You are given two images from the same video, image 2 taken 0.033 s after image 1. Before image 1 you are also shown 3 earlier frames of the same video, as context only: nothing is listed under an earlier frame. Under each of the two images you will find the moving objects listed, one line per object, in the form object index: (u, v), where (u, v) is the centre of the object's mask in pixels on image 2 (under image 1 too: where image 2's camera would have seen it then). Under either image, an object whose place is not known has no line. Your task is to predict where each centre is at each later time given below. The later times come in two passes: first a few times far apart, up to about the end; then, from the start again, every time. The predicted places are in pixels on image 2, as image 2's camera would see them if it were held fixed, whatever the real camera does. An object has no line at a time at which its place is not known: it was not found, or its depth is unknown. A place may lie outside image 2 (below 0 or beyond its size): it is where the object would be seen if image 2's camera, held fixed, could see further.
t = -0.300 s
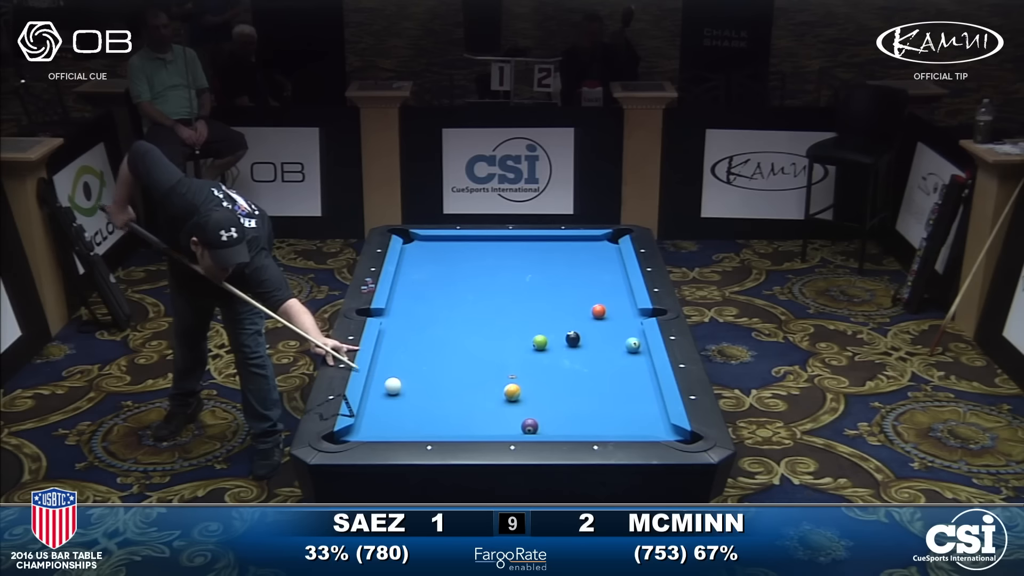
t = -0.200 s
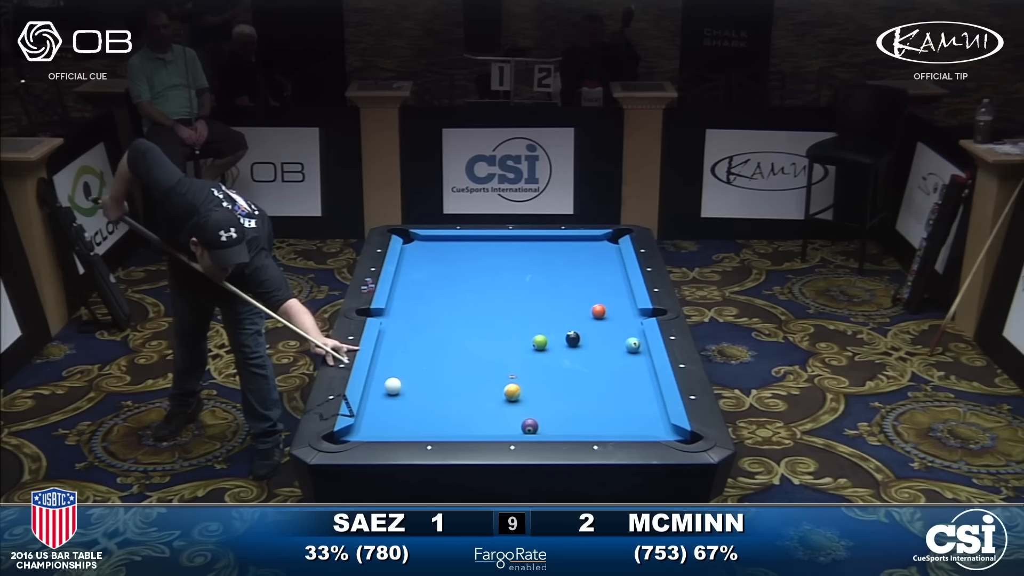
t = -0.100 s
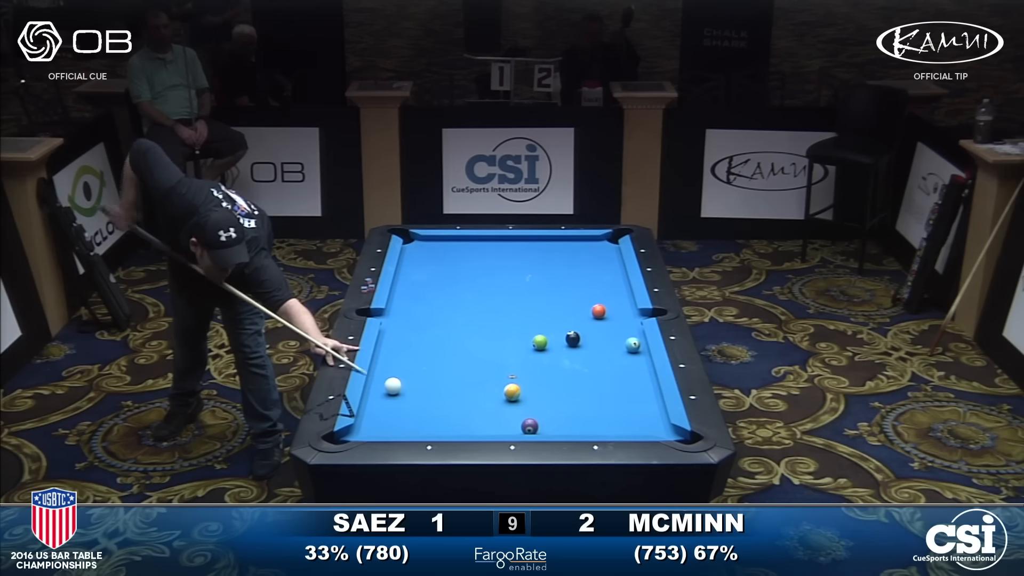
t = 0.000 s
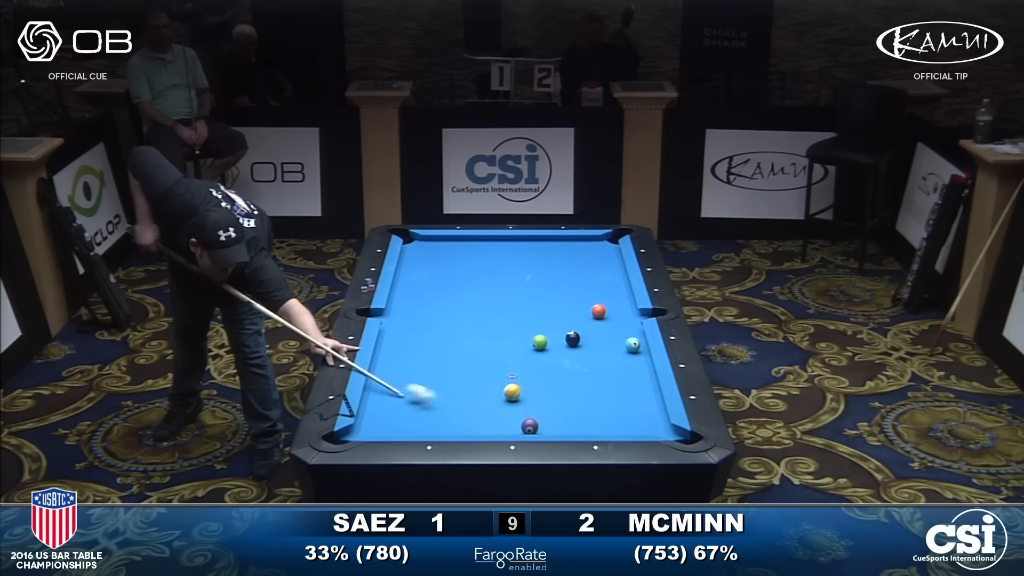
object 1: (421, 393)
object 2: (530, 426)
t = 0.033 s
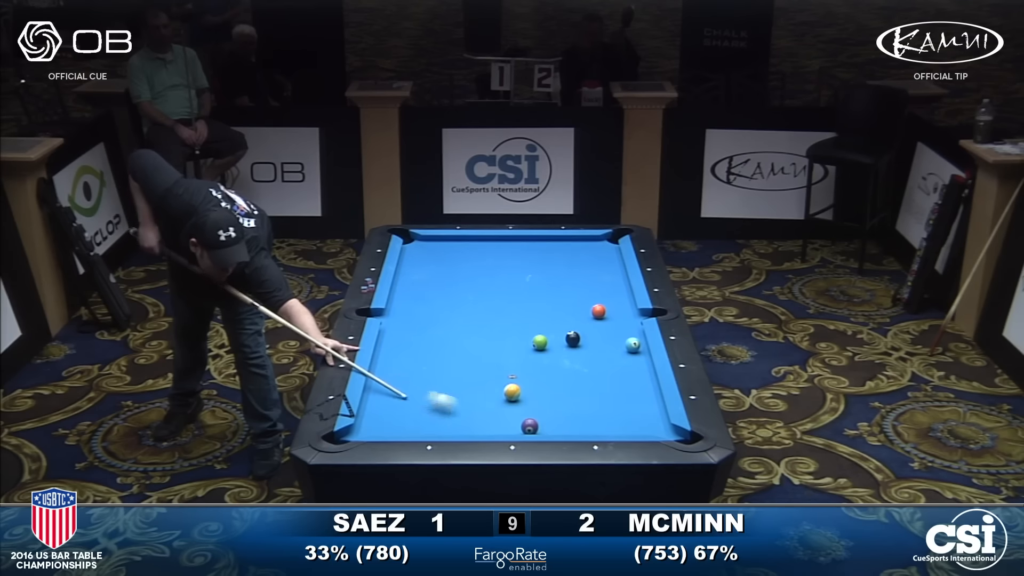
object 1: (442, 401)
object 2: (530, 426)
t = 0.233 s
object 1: (507, 428)
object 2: (579, 428)
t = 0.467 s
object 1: (483, 413)
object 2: (672, 433)
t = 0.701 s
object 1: (461, 398)
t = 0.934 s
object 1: (441, 383)
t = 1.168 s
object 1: (423, 369)
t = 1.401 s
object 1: (406, 357)
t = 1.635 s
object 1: (391, 347)
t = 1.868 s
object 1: (389, 337)
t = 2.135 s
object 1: (400, 329)
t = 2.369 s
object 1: (409, 323)
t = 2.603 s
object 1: (418, 317)
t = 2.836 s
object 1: (425, 312)
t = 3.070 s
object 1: (432, 308)
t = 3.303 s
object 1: (439, 303)
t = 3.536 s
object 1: (444, 300)
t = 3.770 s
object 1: (449, 296)
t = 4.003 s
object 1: (454, 293)
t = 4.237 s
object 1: (458, 291)
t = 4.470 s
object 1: (461, 289)
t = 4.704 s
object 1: (464, 287)
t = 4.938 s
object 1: (467, 286)
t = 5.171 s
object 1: (469, 285)
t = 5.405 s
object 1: (470, 284)
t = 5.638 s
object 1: (471, 284)
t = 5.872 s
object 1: (471, 284)
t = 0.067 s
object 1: (462, 407)
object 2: (530, 426)
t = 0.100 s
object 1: (482, 414)
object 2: (530, 426)
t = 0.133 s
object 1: (502, 421)
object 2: (530, 426)
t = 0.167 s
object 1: (512, 426)
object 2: (540, 426)
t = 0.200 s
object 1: (511, 429)
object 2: (561, 427)
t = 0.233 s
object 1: (507, 428)
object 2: (579, 428)
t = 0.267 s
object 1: (503, 426)
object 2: (597, 428)
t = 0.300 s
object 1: (500, 425)
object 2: (615, 429)
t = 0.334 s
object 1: (497, 423)
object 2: (631, 429)
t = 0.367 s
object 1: (493, 421)
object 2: (645, 429)
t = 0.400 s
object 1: (490, 418)
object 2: (660, 430)
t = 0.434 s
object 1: (486, 416)
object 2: (675, 433)
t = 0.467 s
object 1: (483, 413)
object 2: (672, 433)
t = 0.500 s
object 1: (480, 411)
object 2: (673, 437)
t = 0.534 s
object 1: (477, 408)
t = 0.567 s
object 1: (473, 406)
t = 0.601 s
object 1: (470, 404)
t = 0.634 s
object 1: (467, 402)
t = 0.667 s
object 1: (464, 400)
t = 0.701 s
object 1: (461, 398)
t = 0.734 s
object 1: (458, 395)
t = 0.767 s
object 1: (455, 393)
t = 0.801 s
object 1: (453, 391)
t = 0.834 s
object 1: (450, 389)
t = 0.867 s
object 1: (447, 387)
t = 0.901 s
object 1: (444, 385)
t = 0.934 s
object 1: (441, 383)
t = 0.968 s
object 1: (439, 381)
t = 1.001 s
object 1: (436, 379)
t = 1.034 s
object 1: (433, 377)
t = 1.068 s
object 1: (431, 375)
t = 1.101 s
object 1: (428, 373)
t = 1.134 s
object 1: (426, 371)
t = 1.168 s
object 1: (423, 369)
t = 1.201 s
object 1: (421, 368)
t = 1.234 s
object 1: (418, 366)
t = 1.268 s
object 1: (415, 364)
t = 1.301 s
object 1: (413, 363)
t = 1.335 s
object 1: (411, 361)
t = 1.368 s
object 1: (408, 359)
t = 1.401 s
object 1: (406, 357)
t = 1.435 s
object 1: (404, 356)
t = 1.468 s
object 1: (402, 354)
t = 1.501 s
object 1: (400, 353)
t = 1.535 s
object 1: (397, 351)
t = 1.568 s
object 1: (395, 350)
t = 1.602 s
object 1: (393, 348)
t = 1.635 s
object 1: (391, 347)
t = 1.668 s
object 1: (389, 345)
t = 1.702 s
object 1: (387, 344)
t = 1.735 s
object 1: (384, 342)
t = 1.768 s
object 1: (384, 341)
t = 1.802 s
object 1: (385, 340)
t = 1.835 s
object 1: (387, 339)
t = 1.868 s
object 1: (389, 337)
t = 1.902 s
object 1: (390, 336)
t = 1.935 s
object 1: (392, 335)
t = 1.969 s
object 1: (393, 334)
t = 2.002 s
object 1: (395, 333)
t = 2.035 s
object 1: (396, 332)
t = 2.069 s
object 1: (397, 331)
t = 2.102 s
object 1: (399, 330)
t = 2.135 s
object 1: (400, 329)
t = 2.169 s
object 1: (401, 329)
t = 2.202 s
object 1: (403, 328)
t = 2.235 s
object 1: (404, 327)
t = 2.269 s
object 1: (405, 326)
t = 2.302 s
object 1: (407, 325)
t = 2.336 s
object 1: (408, 324)
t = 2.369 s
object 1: (409, 323)
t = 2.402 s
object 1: (410, 322)
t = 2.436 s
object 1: (412, 321)
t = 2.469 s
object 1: (413, 321)
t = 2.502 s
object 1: (414, 320)
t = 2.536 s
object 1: (415, 319)
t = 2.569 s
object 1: (416, 318)
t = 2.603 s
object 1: (418, 317)
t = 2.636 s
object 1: (419, 317)
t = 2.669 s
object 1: (420, 316)
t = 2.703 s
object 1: (421, 315)
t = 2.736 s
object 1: (422, 314)
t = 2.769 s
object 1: (423, 314)
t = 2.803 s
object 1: (424, 313)
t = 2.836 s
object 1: (425, 312)
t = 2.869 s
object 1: (426, 312)
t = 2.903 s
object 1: (427, 311)
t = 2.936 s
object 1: (428, 310)
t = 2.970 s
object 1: (429, 309)
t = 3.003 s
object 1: (430, 309)
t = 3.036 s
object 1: (431, 308)
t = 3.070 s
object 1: (432, 308)
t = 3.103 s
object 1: (433, 307)
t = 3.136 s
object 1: (434, 306)
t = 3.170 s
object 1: (435, 306)
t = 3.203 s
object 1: (436, 305)
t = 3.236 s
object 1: (437, 305)
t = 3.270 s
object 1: (438, 304)
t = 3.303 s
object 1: (439, 303)
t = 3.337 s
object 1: (439, 303)
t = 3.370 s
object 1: (440, 302)
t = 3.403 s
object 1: (441, 302)
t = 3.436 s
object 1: (442, 301)
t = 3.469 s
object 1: (442, 301)
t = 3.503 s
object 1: (443, 300)
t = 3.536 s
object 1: (444, 300)
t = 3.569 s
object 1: (445, 299)
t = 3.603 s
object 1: (446, 299)
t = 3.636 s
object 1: (446, 298)
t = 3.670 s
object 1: (447, 298)
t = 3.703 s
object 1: (448, 297)
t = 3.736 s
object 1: (448, 297)
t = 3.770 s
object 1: (449, 296)
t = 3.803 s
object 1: (450, 296)
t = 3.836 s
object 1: (450, 296)
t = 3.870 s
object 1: (451, 295)
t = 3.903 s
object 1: (452, 295)
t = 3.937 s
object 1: (452, 294)
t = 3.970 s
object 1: (453, 294)
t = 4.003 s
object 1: (454, 293)
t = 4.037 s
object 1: (454, 293)
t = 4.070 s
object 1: (455, 293)
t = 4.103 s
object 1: (455, 292)
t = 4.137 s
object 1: (456, 292)
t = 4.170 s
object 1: (457, 292)
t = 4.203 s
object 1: (457, 291)
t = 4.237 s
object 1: (458, 291)
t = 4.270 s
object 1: (458, 291)
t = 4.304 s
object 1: (459, 290)
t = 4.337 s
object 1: (459, 290)
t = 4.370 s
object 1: (460, 290)
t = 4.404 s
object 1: (460, 290)
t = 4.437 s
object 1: (461, 289)
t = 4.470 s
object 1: (461, 289)
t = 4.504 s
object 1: (462, 289)
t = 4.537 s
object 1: (462, 288)
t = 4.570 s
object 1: (463, 288)
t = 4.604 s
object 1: (463, 288)
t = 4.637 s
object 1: (464, 288)
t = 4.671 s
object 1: (464, 288)
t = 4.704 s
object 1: (464, 287)
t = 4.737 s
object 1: (465, 287)
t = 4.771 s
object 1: (465, 287)
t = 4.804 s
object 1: (465, 287)
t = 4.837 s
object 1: (466, 286)
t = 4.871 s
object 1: (466, 286)
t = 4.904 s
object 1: (466, 286)
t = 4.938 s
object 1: (467, 286)
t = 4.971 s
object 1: (467, 286)
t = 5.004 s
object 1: (467, 286)
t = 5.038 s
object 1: (468, 286)
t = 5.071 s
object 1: (468, 285)
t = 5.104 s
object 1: (468, 285)
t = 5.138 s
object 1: (468, 285)
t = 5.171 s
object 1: (469, 285)
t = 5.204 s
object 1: (469, 285)
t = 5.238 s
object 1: (469, 285)
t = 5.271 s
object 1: (469, 285)
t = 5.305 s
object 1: (469, 285)
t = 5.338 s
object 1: (470, 284)
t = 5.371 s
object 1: (470, 284)
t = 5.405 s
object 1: (470, 284)
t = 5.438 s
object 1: (470, 284)
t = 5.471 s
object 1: (470, 284)
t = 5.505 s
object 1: (470, 284)
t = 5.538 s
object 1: (470, 284)
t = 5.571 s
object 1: (470, 284)
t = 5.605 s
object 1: (470, 284)
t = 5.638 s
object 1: (471, 284)
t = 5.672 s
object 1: (471, 284)
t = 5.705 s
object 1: (471, 284)
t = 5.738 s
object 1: (471, 284)
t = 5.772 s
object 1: (471, 284)
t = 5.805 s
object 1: (471, 284)
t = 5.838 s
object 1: (471, 284)
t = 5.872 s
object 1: (471, 284)
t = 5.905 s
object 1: (471, 284)
